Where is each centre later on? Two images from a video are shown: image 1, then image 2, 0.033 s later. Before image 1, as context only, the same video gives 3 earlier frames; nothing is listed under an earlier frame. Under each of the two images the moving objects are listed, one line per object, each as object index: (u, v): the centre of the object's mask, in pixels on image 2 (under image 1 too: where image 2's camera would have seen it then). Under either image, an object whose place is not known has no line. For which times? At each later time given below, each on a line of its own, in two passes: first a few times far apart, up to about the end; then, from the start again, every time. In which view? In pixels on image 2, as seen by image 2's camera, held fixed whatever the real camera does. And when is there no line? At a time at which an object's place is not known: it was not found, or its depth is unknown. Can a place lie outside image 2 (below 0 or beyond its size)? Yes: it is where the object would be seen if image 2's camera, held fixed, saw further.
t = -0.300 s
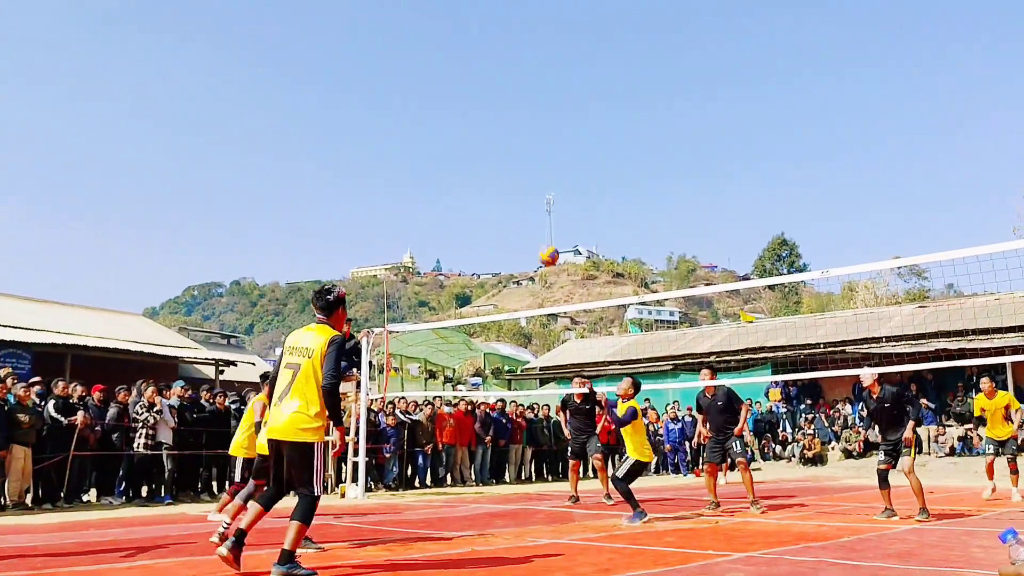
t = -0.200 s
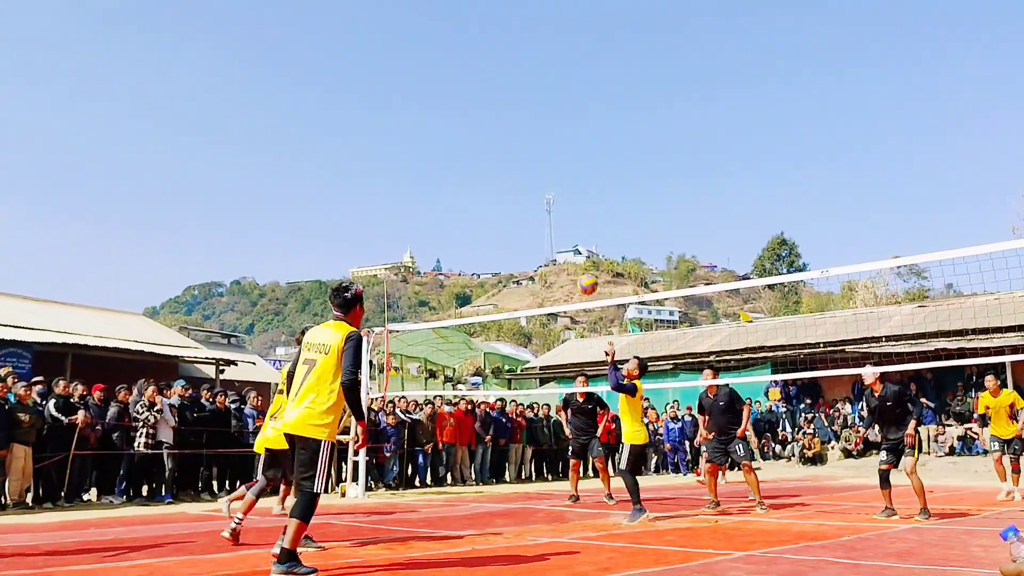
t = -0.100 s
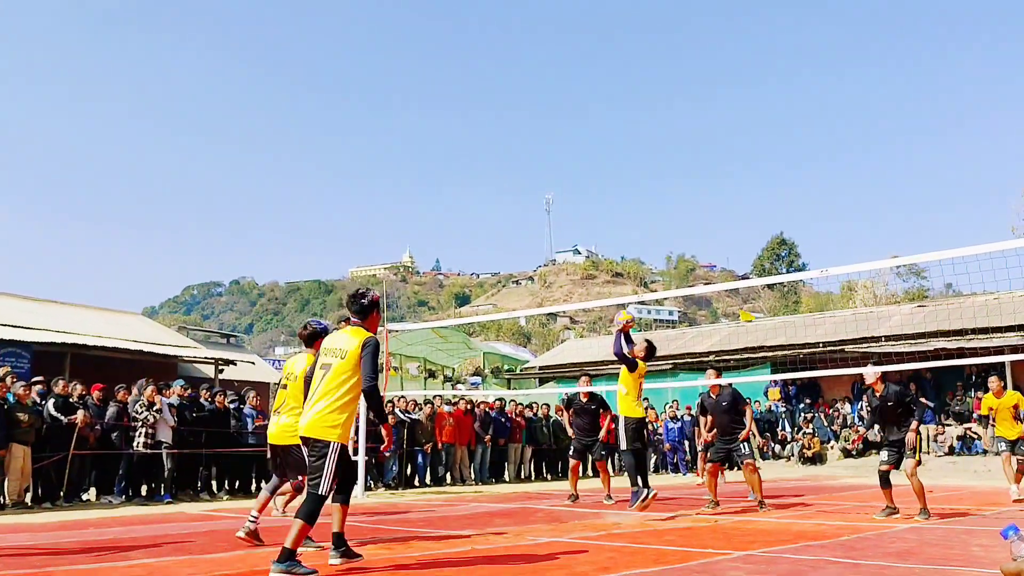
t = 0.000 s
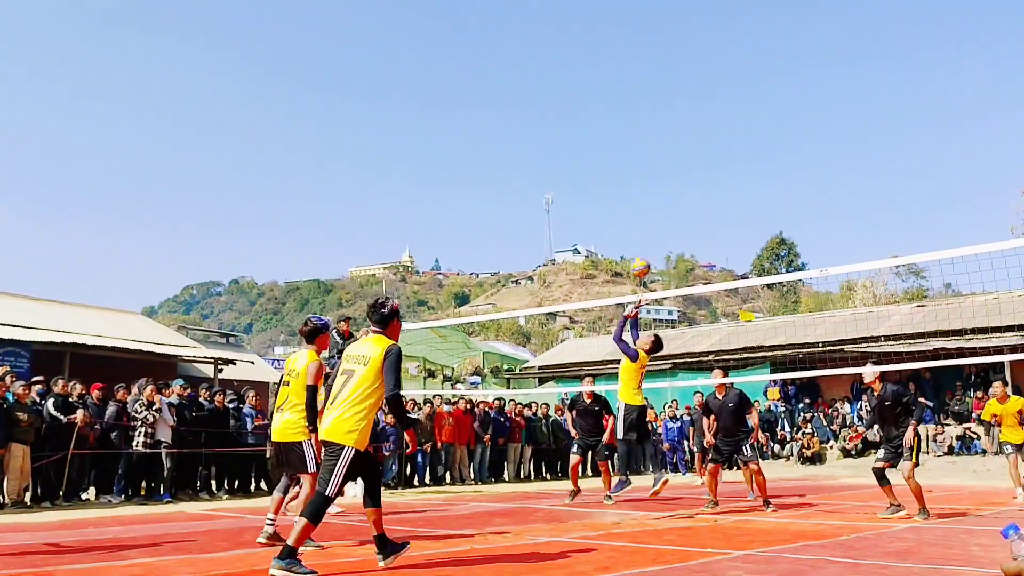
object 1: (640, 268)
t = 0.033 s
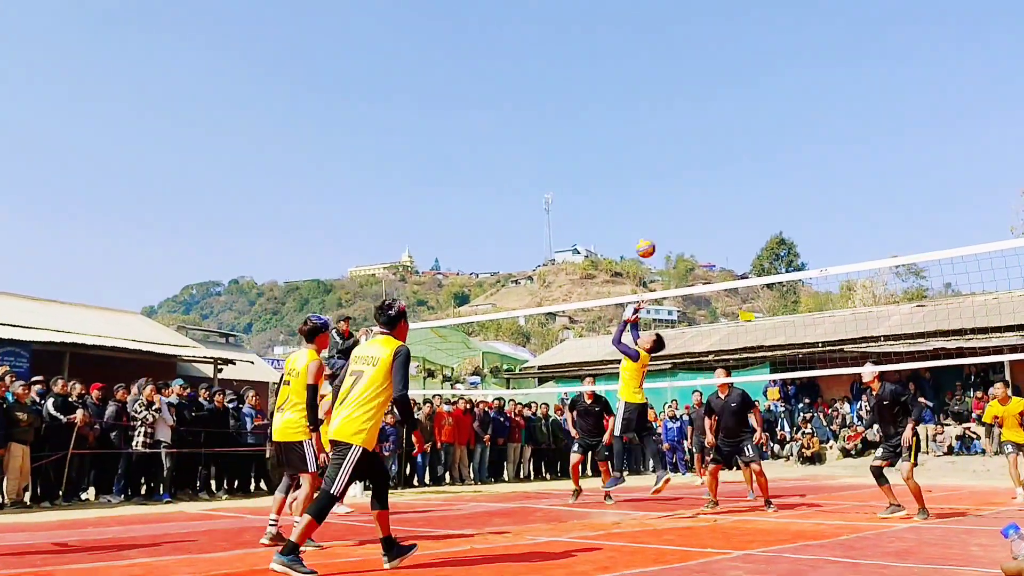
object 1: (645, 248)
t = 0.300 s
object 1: (690, 132)
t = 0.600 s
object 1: (744, 79)
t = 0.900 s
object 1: (805, 111)
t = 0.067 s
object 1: (651, 230)
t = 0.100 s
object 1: (656, 213)
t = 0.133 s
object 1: (662, 197)
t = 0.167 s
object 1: (667, 181)
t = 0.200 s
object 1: (673, 168)
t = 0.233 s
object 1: (678, 155)
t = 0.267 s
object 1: (684, 143)
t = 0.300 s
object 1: (690, 132)
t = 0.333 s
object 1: (695, 122)
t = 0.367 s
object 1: (701, 113)
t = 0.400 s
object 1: (707, 105)
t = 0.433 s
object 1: (713, 98)
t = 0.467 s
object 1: (719, 93)
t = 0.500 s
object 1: (725, 88)
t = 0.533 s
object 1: (731, 84)
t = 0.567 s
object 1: (737, 81)
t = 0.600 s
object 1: (744, 79)
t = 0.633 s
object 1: (750, 79)
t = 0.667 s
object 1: (757, 79)
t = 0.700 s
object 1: (764, 81)
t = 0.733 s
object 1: (770, 83)
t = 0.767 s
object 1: (777, 86)
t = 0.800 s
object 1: (784, 91)
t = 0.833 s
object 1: (791, 96)
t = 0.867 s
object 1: (798, 103)
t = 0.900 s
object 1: (805, 111)
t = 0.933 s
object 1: (812, 121)
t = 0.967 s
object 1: (819, 131)
